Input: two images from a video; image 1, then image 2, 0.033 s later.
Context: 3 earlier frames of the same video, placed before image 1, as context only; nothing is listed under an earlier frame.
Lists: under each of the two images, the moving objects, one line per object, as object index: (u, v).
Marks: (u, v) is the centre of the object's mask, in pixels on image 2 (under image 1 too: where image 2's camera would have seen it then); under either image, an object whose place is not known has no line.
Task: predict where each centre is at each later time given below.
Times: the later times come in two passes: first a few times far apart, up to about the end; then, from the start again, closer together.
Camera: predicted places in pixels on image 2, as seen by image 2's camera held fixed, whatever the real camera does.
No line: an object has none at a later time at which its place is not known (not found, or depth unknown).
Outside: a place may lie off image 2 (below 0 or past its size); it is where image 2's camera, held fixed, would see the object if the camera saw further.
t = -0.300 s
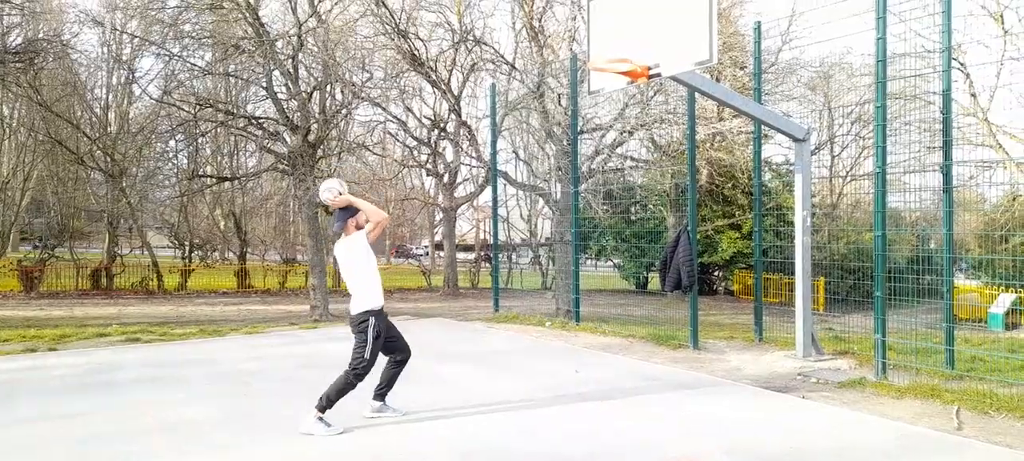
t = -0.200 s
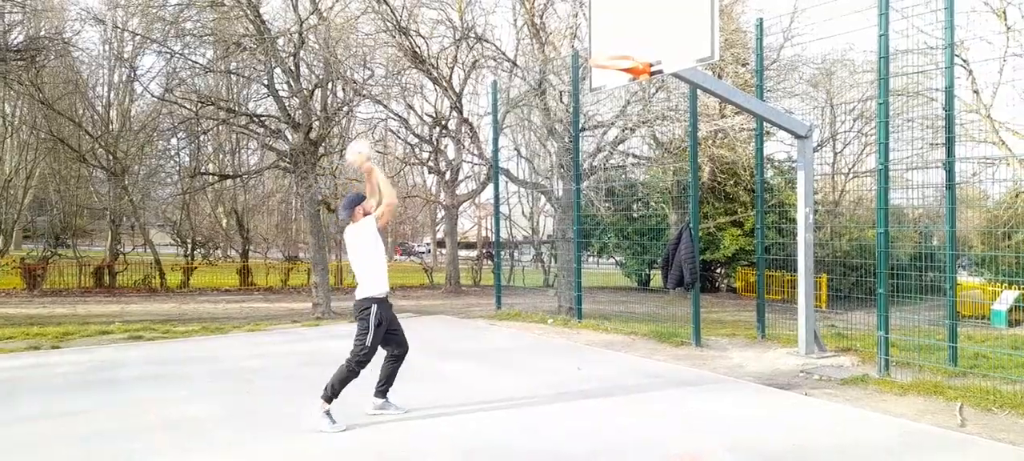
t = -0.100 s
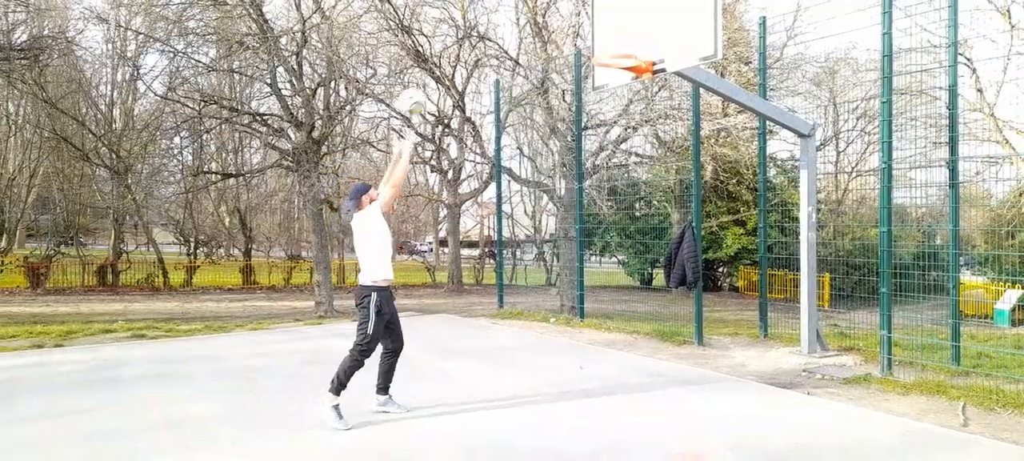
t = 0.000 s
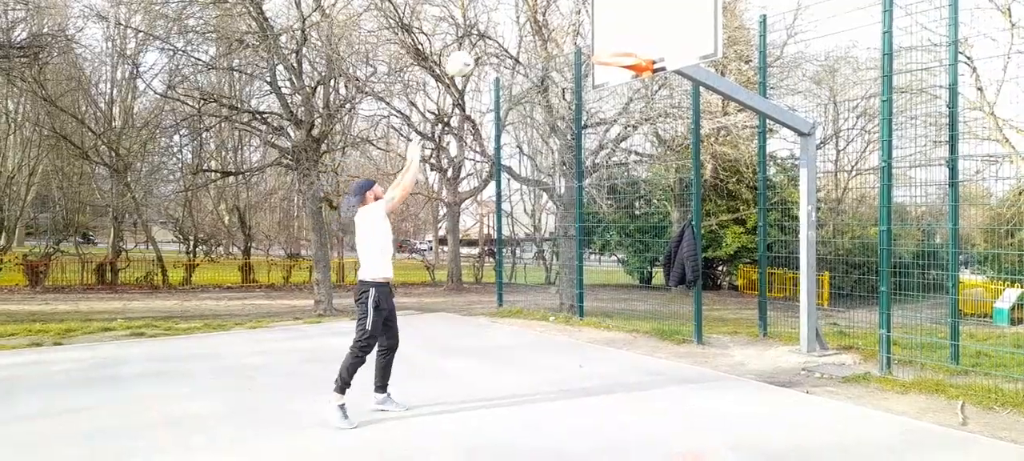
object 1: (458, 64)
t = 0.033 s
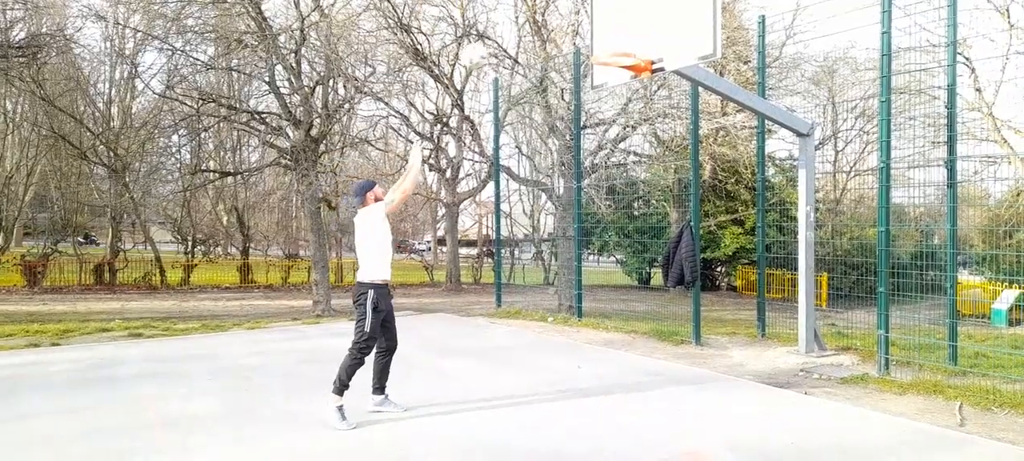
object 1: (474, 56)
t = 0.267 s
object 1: (570, 36)
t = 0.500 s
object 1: (631, 36)
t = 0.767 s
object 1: (635, -3)
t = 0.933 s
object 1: (638, 7)
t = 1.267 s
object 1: (645, 147)
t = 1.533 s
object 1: (659, 389)
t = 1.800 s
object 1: (674, 292)
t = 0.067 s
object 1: (489, 48)
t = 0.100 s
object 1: (501, 45)
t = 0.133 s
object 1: (518, 39)
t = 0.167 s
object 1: (532, 35)
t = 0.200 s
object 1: (548, 35)
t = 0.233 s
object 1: (559, 39)
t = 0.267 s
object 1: (570, 36)
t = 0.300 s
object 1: (581, 37)
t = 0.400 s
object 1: (620, 58)
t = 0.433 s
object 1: (626, 61)
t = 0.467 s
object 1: (630, 46)
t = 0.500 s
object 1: (631, 36)
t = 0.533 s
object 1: (631, 27)
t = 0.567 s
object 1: (631, 20)
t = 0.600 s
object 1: (631, 13)
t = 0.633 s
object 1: (632, 7)
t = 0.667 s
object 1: (631, 2)
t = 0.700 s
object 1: (634, -2)
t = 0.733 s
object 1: (635, -3)
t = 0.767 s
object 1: (635, -3)
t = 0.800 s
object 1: (634, -4)
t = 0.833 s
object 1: (634, -4)
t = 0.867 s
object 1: (635, -2)
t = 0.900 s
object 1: (636, 1)
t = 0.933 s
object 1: (638, 7)
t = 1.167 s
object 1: (644, 88)
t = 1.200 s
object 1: (644, 106)
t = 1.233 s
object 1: (645, 125)
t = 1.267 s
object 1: (645, 147)
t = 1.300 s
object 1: (648, 171)
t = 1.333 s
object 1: (648, 196)
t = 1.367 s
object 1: (650, 223)
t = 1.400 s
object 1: (652, 252)
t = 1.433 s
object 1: (653, 283)
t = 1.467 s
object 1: (654, 315)
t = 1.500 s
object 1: (655, 349)
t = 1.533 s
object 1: (659, 389)
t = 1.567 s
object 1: (662, 419)
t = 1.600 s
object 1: (662, 398)
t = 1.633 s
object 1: (664, 377)
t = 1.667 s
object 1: (666, 356)
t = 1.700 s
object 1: (667, 338)
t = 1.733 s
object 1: (670, 322)
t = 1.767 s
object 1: (672, 307)
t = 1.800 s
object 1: (674, 292)
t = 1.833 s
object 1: (677, 280)
